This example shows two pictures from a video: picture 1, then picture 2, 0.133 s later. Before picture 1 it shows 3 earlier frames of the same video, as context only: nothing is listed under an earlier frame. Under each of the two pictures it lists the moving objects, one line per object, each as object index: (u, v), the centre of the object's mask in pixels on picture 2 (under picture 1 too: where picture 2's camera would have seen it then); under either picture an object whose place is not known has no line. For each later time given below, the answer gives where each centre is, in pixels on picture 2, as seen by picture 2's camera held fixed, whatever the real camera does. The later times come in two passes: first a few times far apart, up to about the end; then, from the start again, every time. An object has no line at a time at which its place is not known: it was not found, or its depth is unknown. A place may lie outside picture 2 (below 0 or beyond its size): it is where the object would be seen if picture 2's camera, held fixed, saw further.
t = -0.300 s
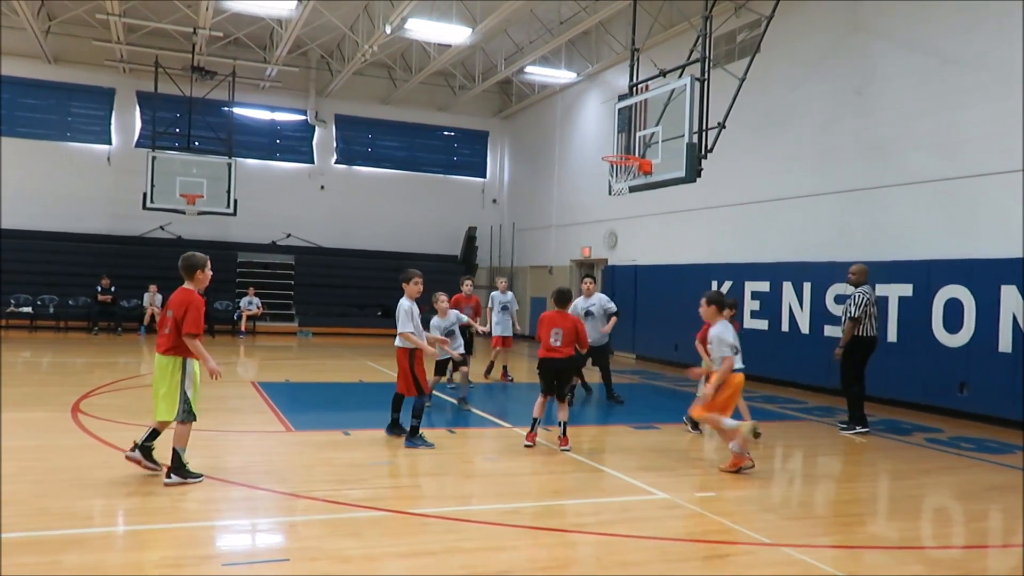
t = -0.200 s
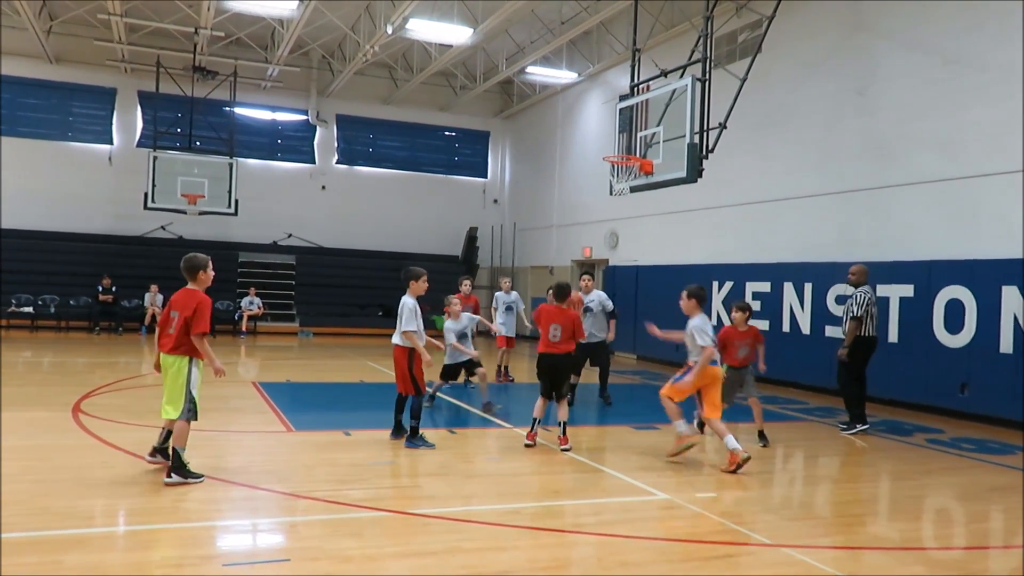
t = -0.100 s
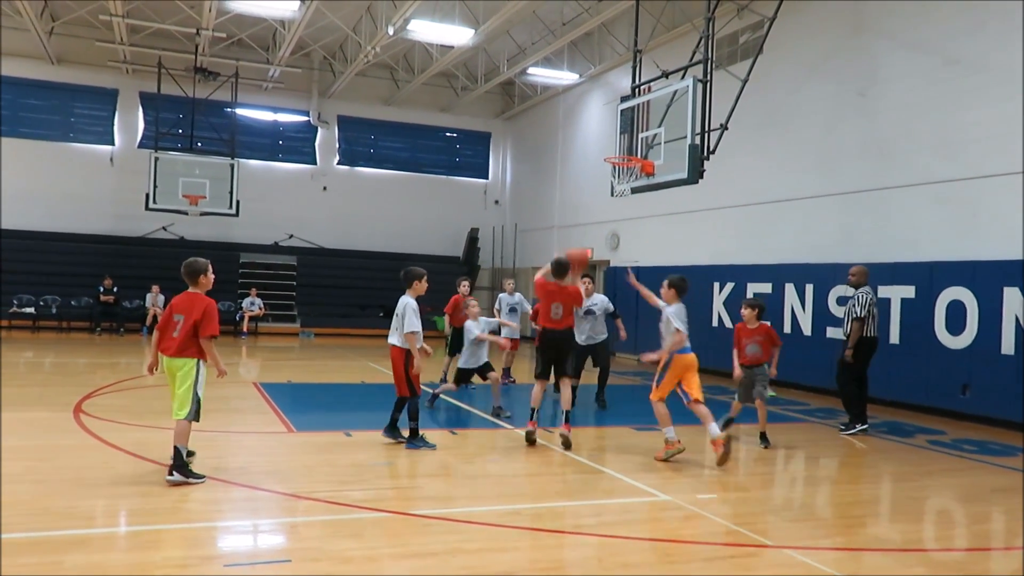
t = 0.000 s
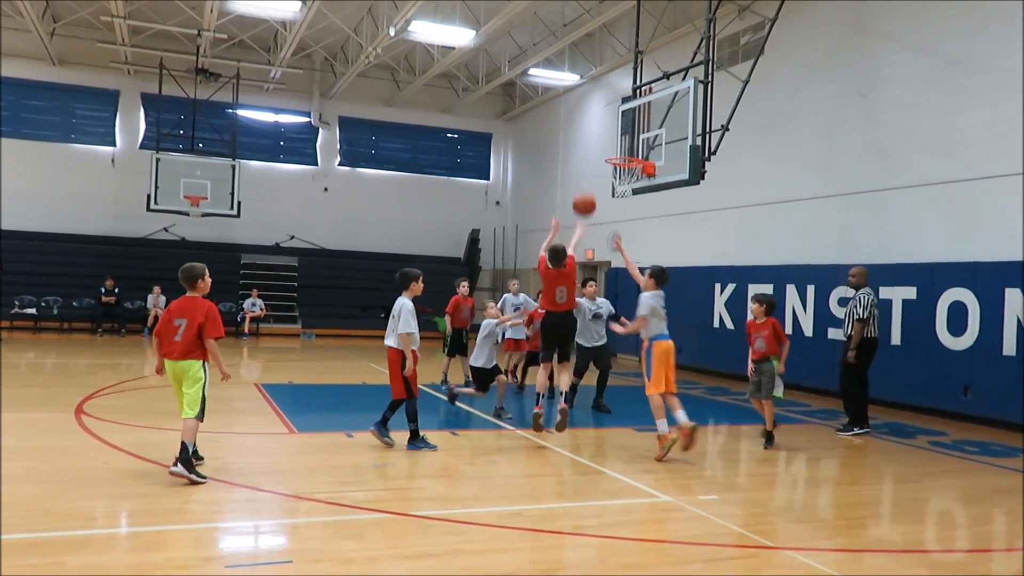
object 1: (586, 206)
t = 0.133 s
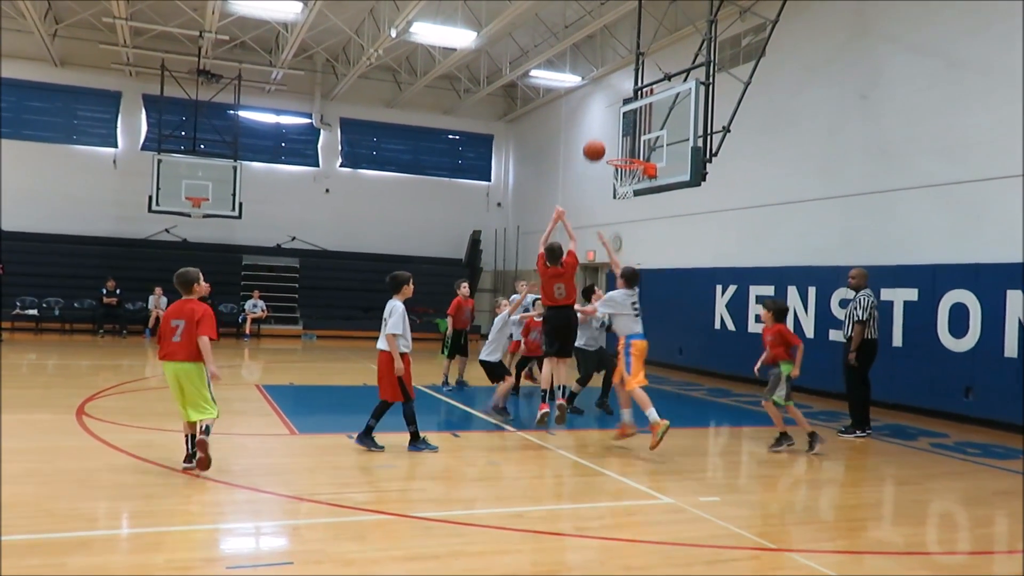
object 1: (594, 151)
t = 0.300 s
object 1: (602, 112)
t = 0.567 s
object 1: (612, 107)
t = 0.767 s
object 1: (617, 139)
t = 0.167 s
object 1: (596, 140)
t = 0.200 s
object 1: (598, 131)
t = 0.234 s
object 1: (599, 124)
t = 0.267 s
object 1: (601, 118)
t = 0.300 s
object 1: (602, 112)
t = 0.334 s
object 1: (604, 108)
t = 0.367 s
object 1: (605, 105)
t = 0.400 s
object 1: (607, 103)
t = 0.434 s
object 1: (608, 102)
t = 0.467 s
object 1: (609, 102)
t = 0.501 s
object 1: (610, 103)
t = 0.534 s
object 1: (611, 104)
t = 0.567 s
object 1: (612, 107)
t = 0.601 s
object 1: (613, 111)
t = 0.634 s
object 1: (614, 115)
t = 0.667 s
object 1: (615, 120)
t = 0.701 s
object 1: (616, 125)
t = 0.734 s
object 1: (617, 132)
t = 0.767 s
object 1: (617, 139)
